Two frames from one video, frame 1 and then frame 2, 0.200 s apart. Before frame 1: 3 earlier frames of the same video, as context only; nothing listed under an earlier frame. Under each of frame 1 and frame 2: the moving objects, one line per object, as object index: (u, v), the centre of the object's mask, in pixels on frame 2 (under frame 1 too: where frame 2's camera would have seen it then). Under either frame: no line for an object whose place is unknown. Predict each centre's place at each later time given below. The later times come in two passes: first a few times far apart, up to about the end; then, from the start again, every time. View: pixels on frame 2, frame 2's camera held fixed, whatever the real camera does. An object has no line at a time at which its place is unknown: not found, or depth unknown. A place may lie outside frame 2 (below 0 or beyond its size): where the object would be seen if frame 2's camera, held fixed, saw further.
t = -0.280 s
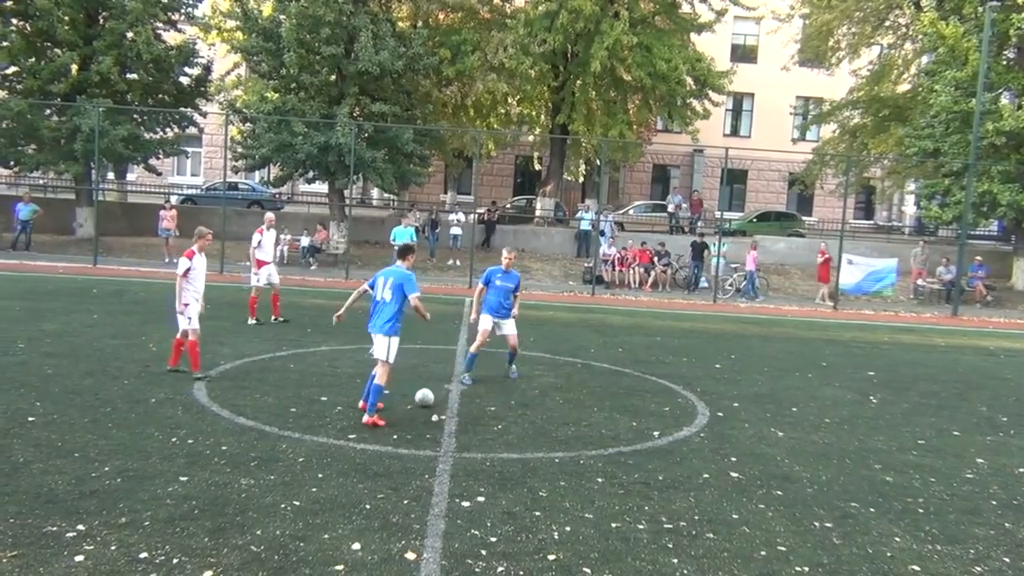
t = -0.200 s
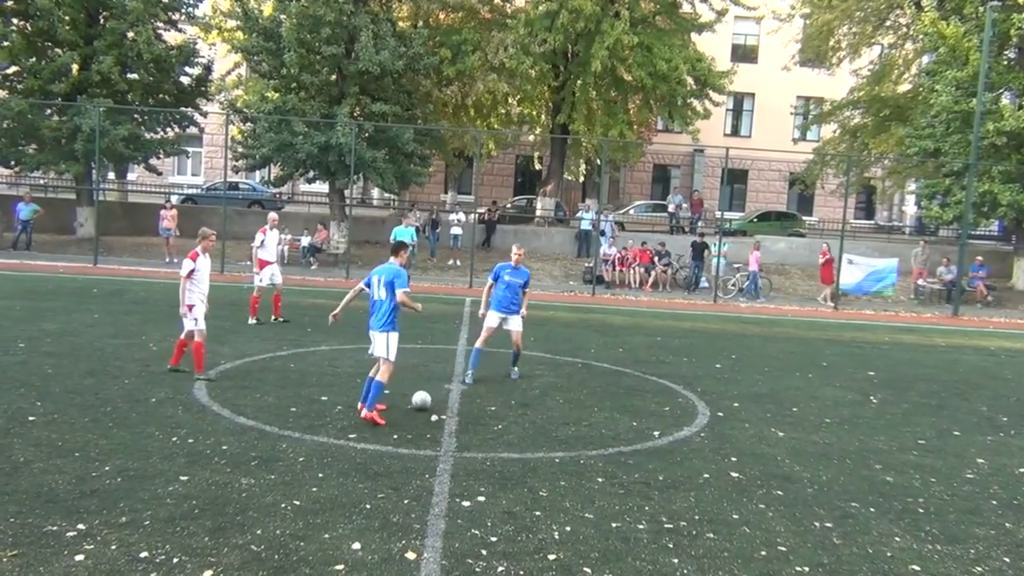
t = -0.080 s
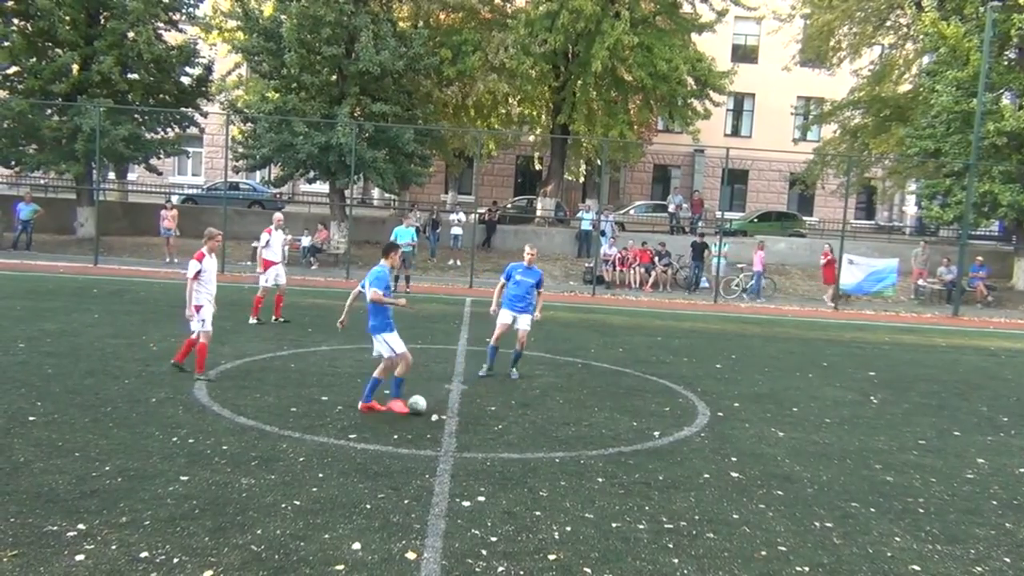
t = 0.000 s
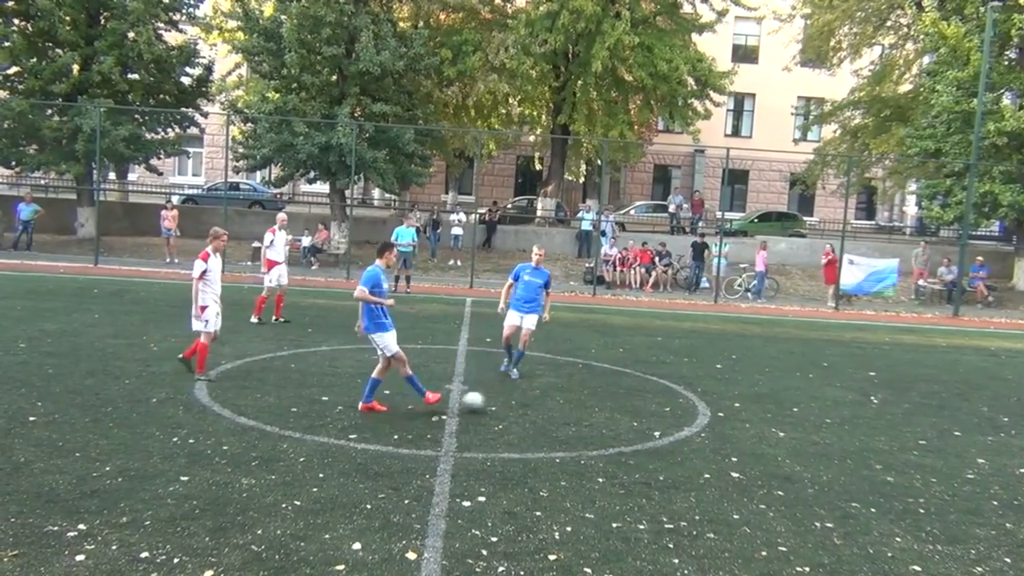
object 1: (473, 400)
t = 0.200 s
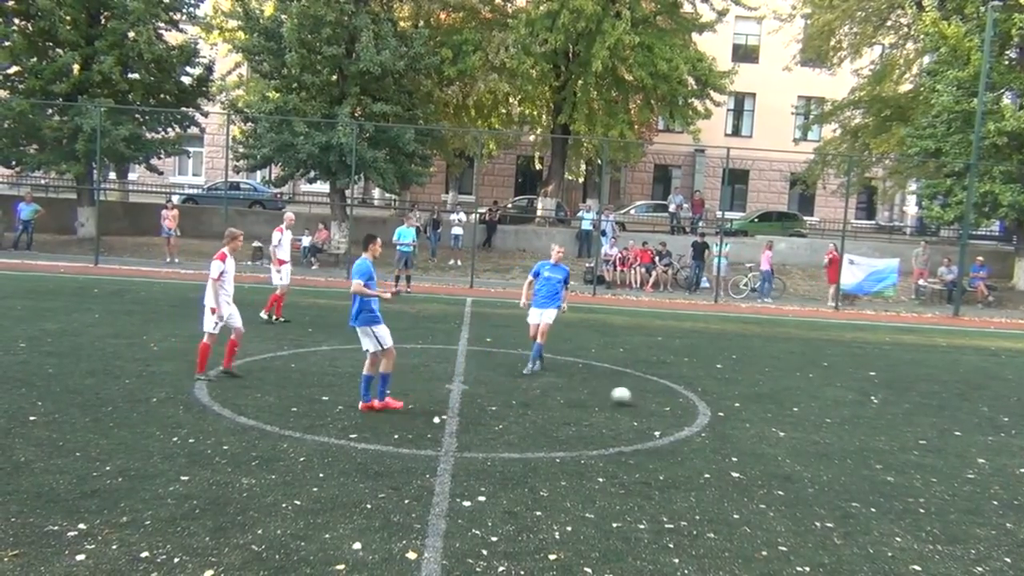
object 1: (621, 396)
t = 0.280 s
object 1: (667, 393)
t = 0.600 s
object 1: (807, 387)
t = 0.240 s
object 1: (645, 395)
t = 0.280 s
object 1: (667, 393)
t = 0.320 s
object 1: (688, 392)
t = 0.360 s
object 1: (708, 392)
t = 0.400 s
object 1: (727, 391)
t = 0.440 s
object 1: (744, 390)
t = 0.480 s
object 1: (761, 390)
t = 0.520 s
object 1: (777, 388)
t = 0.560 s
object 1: (792, 388)
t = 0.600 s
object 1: (807, 387)
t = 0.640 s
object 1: (820, 386)
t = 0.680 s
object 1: (834, 384)
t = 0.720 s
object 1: (847, 384)
